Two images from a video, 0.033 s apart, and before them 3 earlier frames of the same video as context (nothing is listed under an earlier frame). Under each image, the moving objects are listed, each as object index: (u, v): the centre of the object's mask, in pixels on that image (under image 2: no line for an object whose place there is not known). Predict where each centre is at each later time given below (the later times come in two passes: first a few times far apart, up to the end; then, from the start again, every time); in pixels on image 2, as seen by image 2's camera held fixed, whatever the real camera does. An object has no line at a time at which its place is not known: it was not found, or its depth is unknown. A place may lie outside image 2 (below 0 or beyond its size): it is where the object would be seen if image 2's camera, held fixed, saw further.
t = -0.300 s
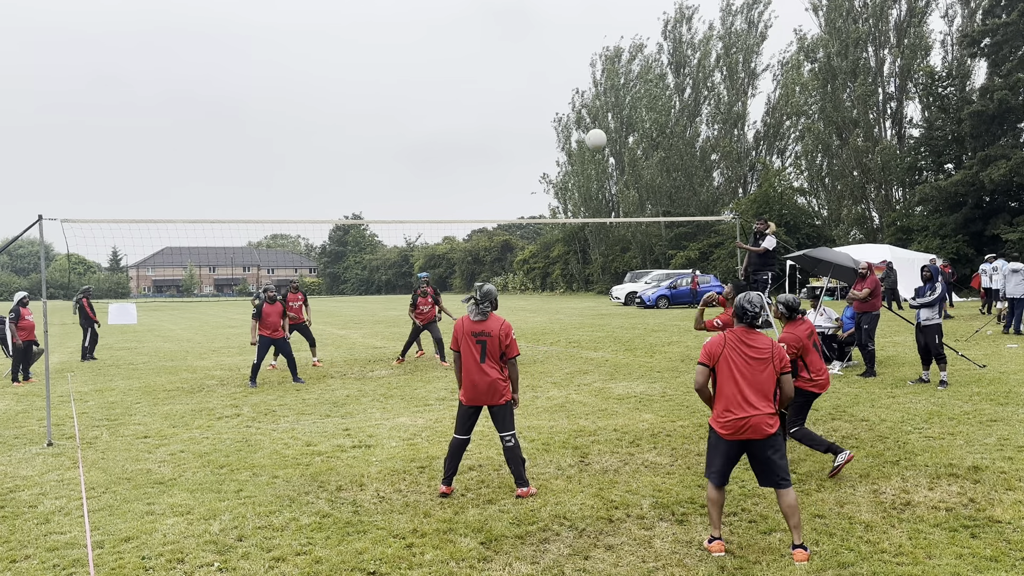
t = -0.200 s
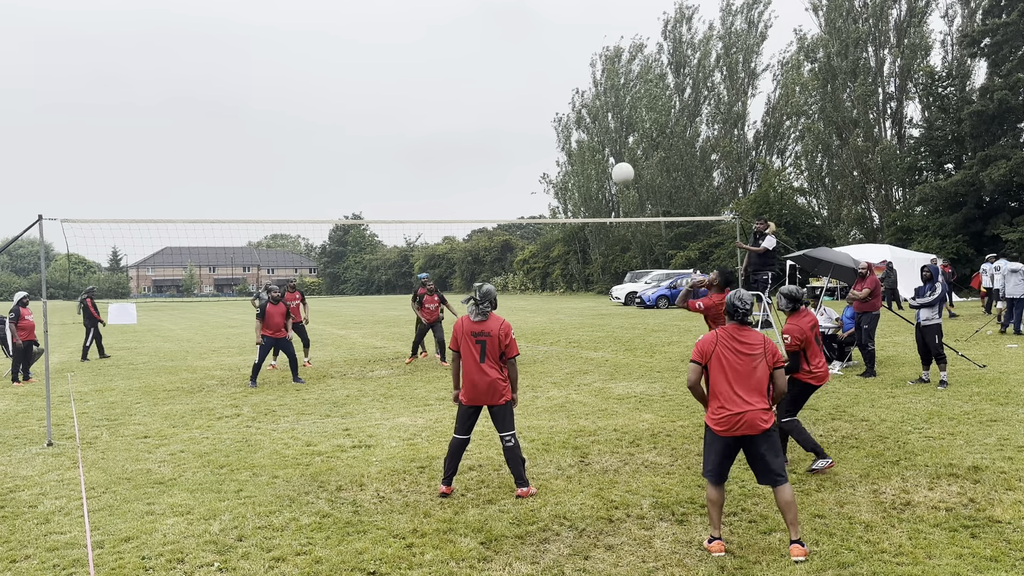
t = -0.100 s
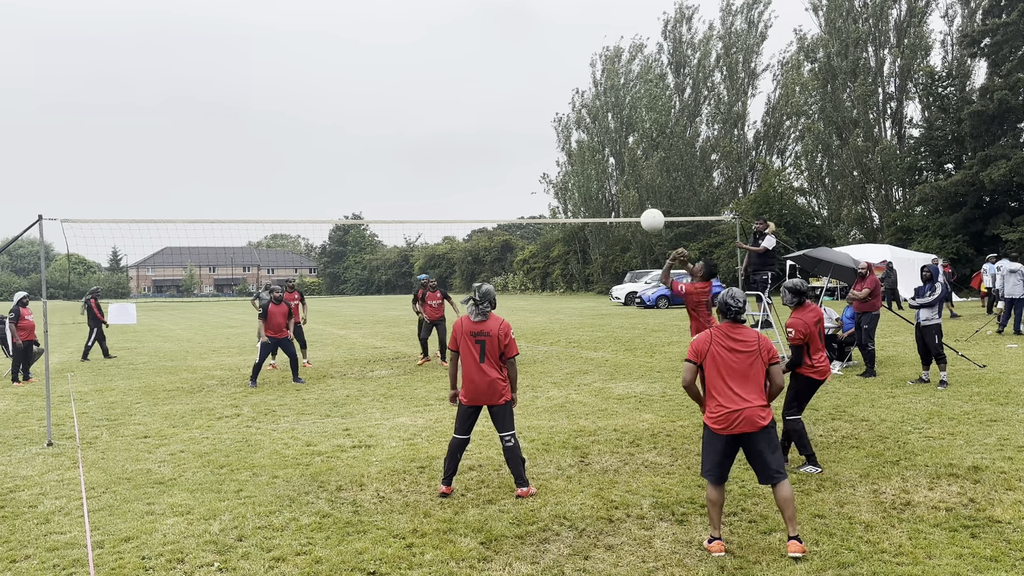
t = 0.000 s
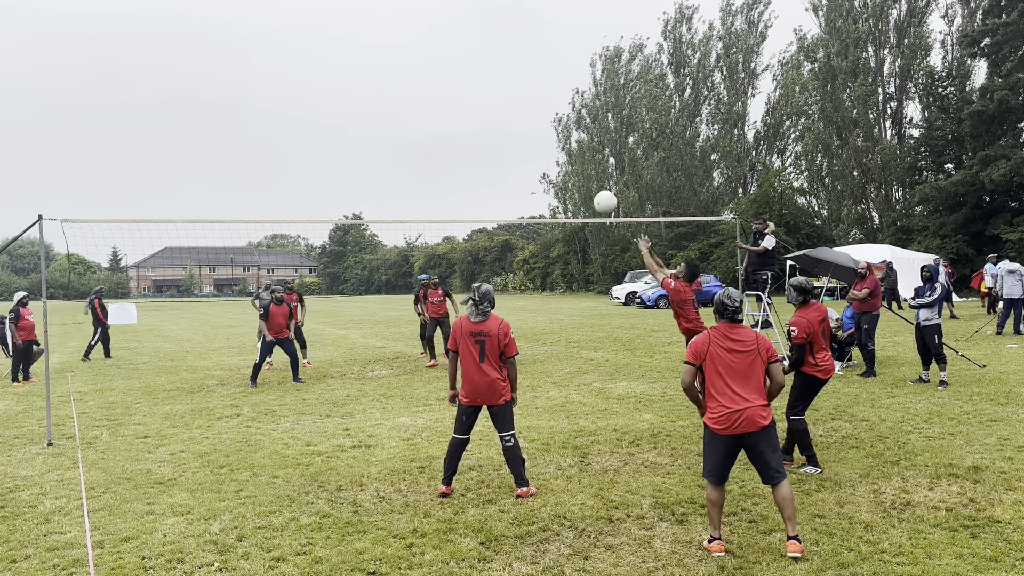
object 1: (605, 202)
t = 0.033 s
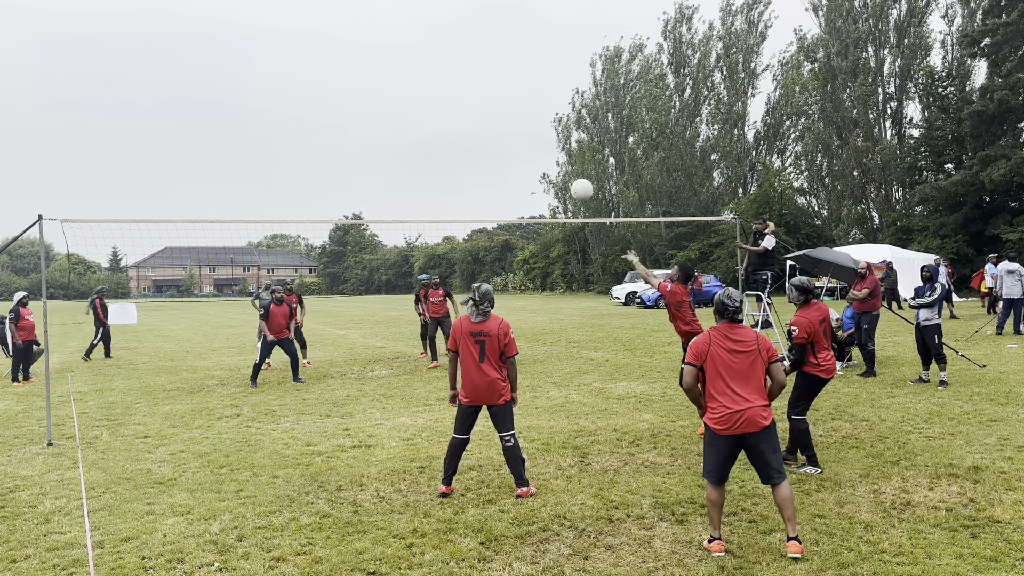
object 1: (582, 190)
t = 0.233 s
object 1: (463, 147)
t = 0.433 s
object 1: (370, 145)
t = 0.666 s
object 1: (285, 177)
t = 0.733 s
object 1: (264, 192)
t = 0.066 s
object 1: (560, 179)
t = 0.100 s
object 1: (538, 171)
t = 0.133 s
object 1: (518, 162)
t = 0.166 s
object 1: (499, 156)
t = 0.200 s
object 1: (480, 151)
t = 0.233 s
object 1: (463, 147)
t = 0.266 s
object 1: (446, 144)
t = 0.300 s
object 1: (429, 144)
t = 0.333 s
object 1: (413, 141)
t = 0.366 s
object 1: (398, 141)
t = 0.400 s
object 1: (384, 144)
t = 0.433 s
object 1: (370, 145)
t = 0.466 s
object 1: (356, 148)
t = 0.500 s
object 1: (343, 151)
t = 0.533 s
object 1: (330, 156)
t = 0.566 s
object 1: (318, 160)
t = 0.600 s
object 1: (307, 165)
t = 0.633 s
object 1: (295, 171)
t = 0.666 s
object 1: (285, 177)
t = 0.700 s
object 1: (274, 184)
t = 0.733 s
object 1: (264, 192)
